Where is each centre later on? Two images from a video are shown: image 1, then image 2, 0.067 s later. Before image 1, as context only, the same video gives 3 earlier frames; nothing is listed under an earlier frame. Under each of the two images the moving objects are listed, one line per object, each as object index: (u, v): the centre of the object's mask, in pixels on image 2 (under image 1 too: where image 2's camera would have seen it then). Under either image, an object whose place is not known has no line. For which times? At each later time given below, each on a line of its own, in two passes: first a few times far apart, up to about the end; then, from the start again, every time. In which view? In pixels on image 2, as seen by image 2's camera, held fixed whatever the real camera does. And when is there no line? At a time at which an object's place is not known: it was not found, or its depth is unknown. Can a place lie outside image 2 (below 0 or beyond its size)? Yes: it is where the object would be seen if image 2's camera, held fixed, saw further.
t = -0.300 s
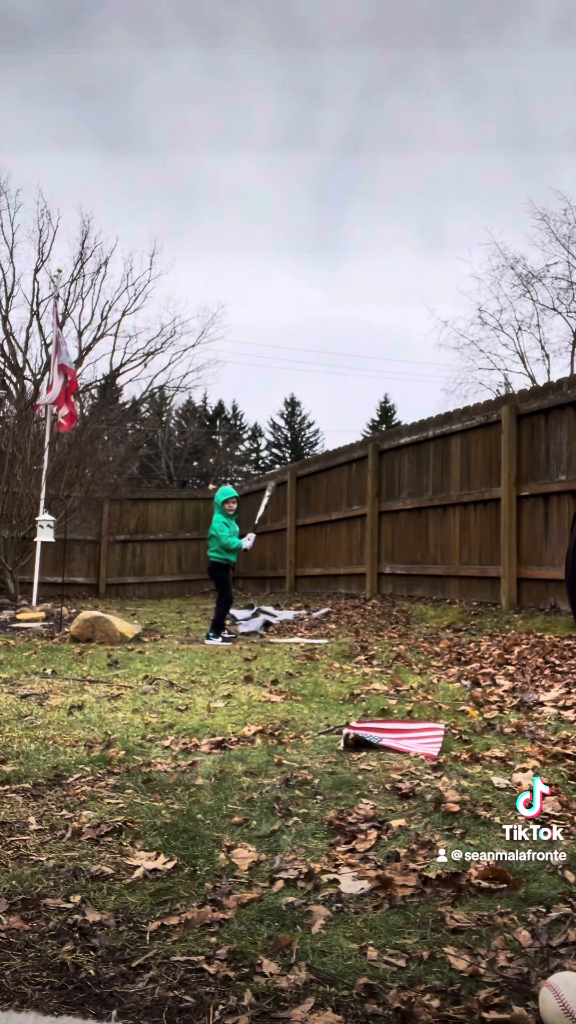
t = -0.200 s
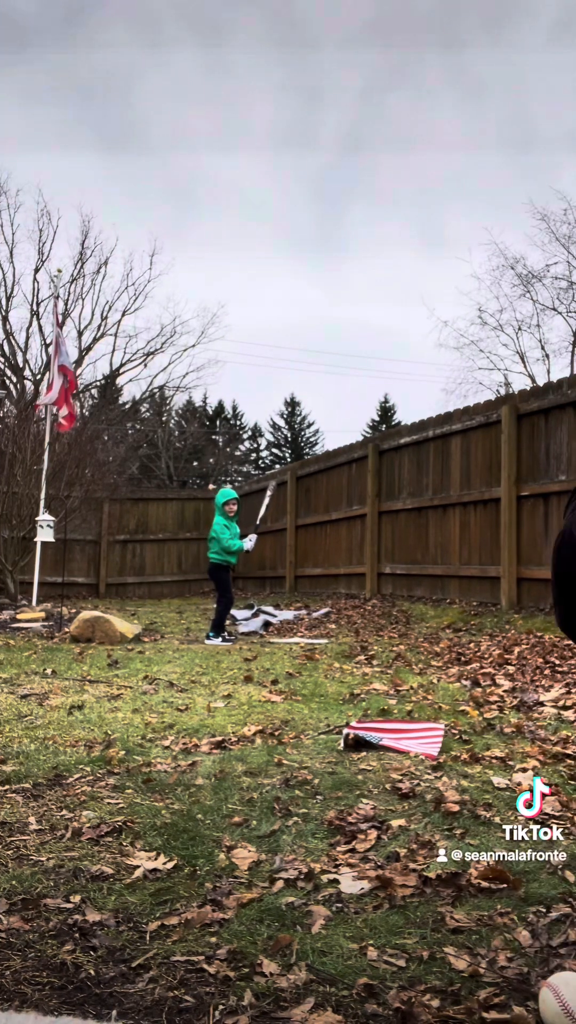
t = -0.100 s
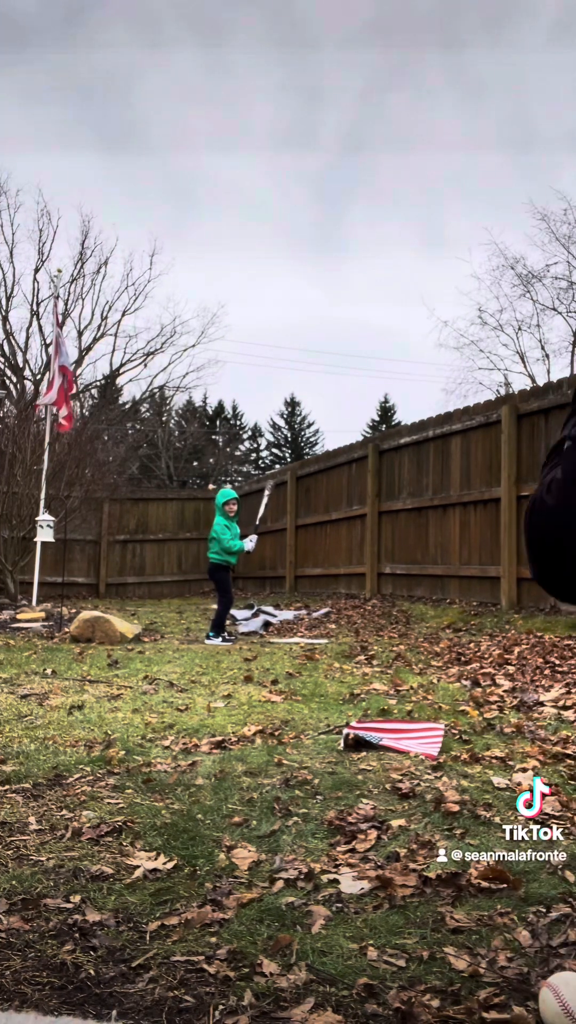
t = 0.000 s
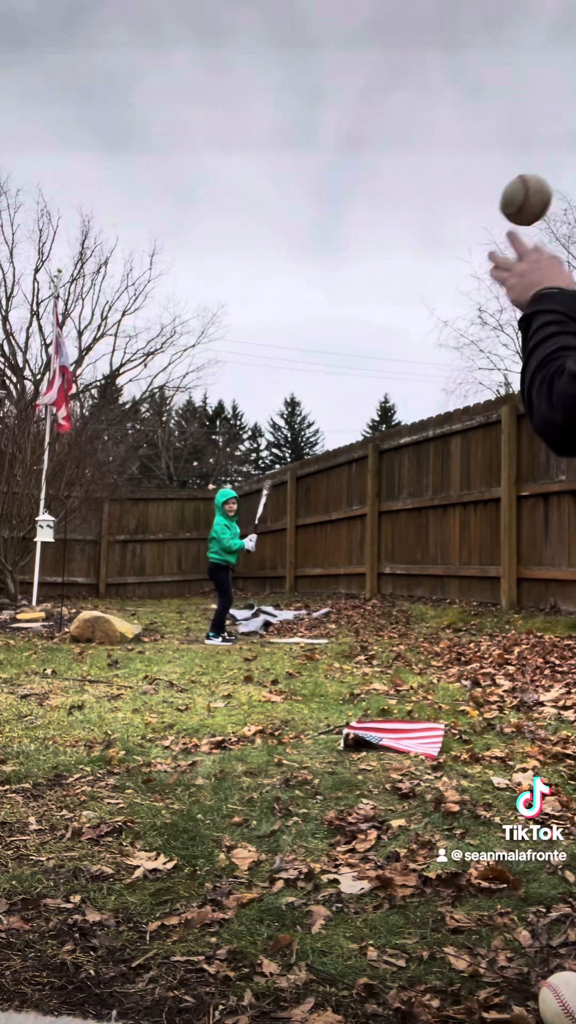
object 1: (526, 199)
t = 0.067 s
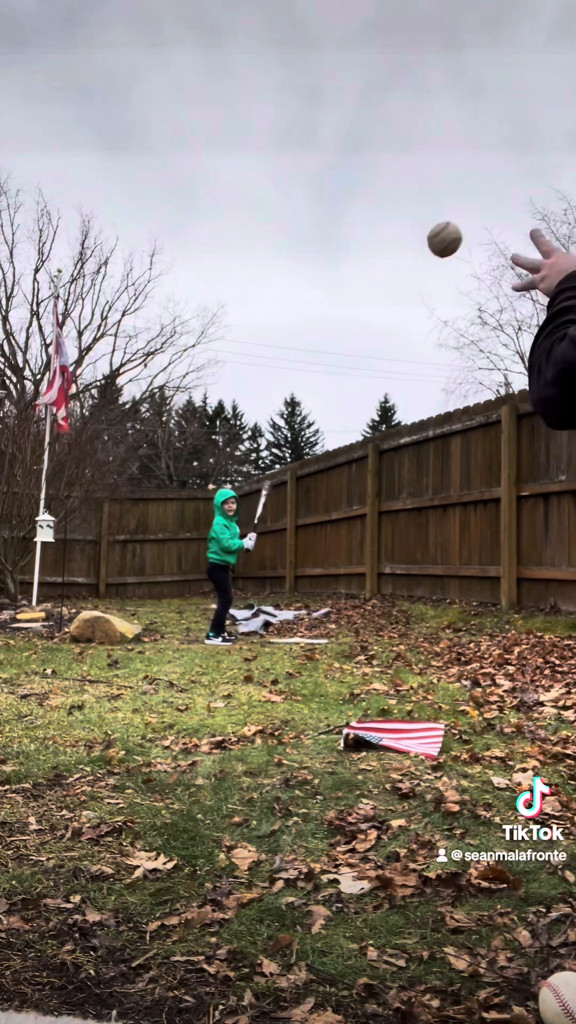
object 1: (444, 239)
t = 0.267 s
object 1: (353, 347)
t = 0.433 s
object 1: (322, 434)
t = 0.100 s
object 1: (420, 258)
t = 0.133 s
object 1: (400, 276)
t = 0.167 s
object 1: (385, 294)
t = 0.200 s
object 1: (373, 312)
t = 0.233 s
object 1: (362, 330)
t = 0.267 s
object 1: (353, 347)
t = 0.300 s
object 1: (345, 365)
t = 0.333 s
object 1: (339, 382)
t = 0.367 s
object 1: (333, 399)
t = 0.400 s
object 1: (327, 417)
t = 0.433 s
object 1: (322, 434)
